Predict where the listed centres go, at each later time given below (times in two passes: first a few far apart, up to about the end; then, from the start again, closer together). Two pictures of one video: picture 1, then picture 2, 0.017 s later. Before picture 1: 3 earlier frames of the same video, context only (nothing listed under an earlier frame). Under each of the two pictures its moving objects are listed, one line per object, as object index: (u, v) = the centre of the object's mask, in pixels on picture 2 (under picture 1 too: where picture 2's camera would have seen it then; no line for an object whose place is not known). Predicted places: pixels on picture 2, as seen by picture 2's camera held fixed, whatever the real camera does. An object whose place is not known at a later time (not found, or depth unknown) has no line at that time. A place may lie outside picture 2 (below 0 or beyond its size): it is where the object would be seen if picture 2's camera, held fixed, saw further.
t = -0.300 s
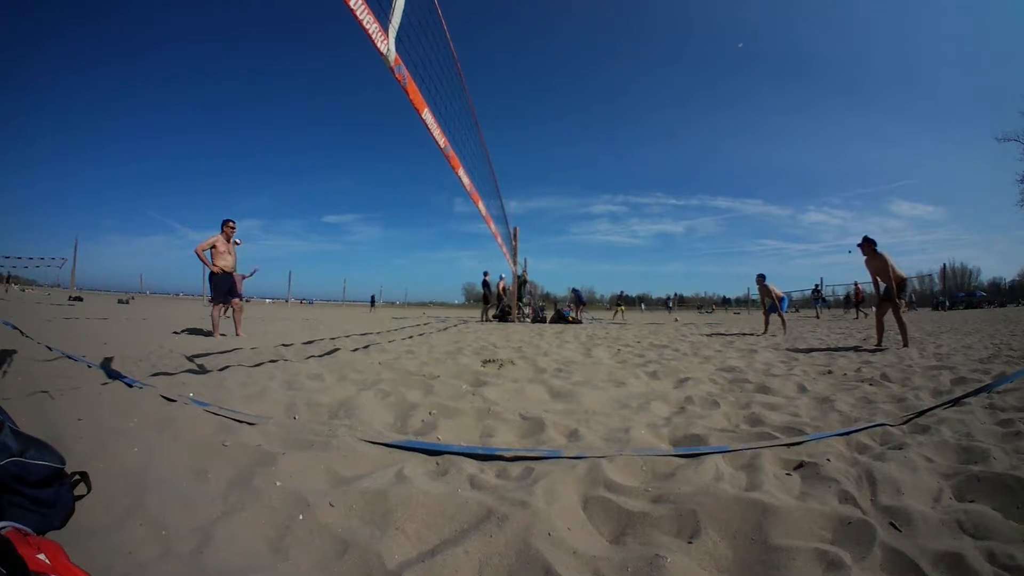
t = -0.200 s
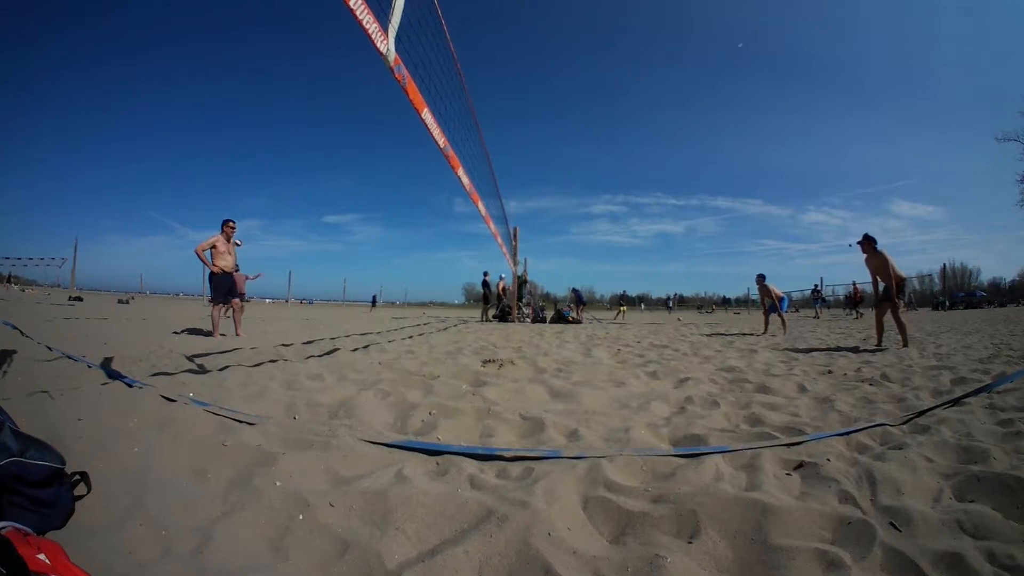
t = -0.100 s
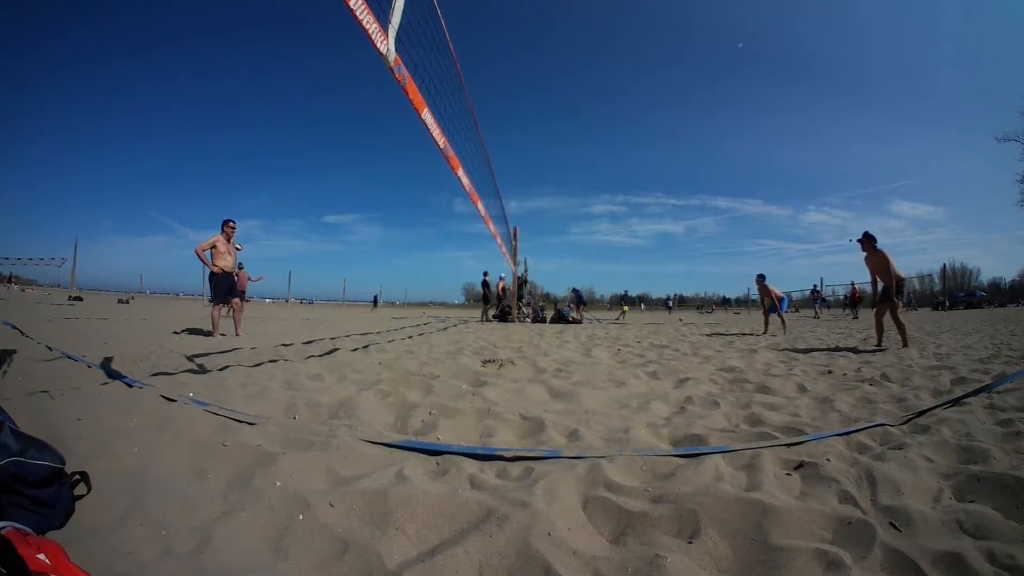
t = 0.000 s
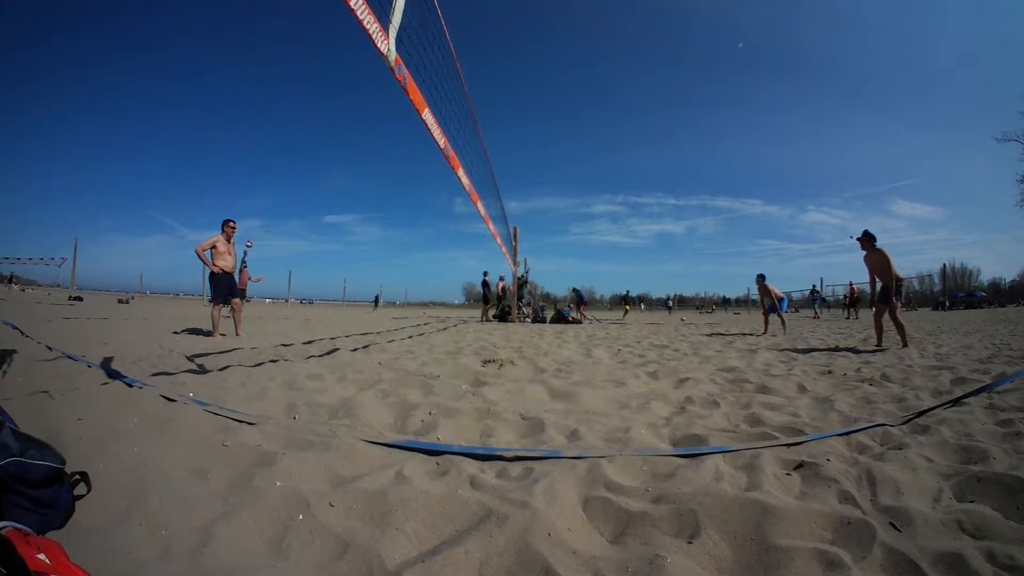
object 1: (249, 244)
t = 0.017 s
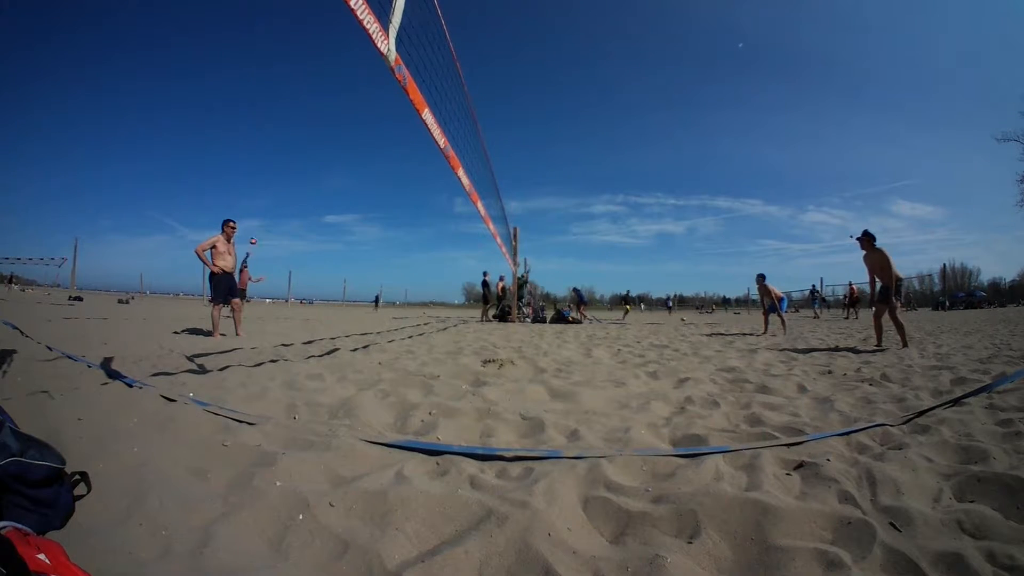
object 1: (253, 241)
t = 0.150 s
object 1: (291, 217)
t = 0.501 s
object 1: (430, 175)
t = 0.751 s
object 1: (566, 179)
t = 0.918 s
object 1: (666, 203)
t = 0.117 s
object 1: (281, 223)
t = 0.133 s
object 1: (286, 220)
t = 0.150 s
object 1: (291, 217)
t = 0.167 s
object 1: (296, 214)
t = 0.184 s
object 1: (301, 212)
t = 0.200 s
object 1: (307, 209)
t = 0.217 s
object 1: (312, 206)
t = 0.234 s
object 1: (318, 204)
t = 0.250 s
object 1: (324, 201)
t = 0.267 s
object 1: (330, 199)
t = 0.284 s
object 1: (336, 197)
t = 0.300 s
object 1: (343, 195)
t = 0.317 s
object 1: (349, 193)
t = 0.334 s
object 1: (356, 191)
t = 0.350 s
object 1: (363, 189)
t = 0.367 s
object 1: (369, 187)
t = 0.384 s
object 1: (376, 185)
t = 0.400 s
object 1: (383, 184)
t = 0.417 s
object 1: (391, 182)
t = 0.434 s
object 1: (398, 180)
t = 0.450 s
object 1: (406, 179)
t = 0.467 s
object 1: (414, 178)
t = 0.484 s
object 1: (422, 176)
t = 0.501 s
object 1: (430, 175)
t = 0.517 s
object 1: (438, 174)
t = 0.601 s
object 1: (481, 172)
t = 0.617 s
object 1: (490, 172)
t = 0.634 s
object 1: (500, 172)
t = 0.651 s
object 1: (509, 173)
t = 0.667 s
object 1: (518, 173)
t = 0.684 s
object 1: (527, 174)
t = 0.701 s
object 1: (537, 175)
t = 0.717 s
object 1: (547, 176)
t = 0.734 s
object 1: (556, 177)
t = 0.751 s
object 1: (566, 179)
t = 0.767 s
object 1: (576, 180)
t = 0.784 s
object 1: (586, 181)
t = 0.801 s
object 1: (595, 184)
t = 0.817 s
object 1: (606, 185)
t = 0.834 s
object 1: (615, 188)
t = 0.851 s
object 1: (625, 191)
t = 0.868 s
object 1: (636, 194)
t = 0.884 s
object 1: (646, 197)
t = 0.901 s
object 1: (656, 200)
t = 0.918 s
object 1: (666, 203)
